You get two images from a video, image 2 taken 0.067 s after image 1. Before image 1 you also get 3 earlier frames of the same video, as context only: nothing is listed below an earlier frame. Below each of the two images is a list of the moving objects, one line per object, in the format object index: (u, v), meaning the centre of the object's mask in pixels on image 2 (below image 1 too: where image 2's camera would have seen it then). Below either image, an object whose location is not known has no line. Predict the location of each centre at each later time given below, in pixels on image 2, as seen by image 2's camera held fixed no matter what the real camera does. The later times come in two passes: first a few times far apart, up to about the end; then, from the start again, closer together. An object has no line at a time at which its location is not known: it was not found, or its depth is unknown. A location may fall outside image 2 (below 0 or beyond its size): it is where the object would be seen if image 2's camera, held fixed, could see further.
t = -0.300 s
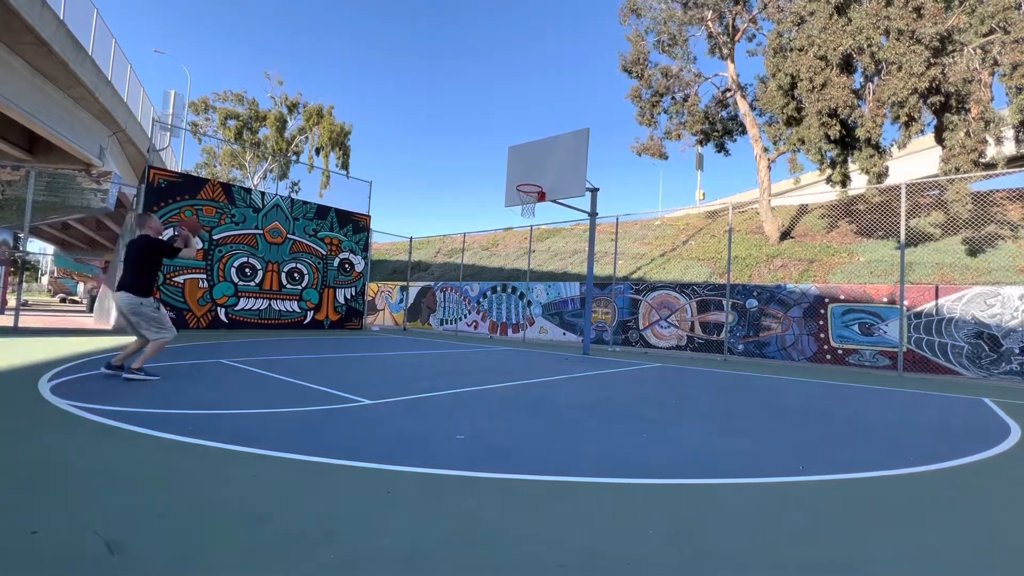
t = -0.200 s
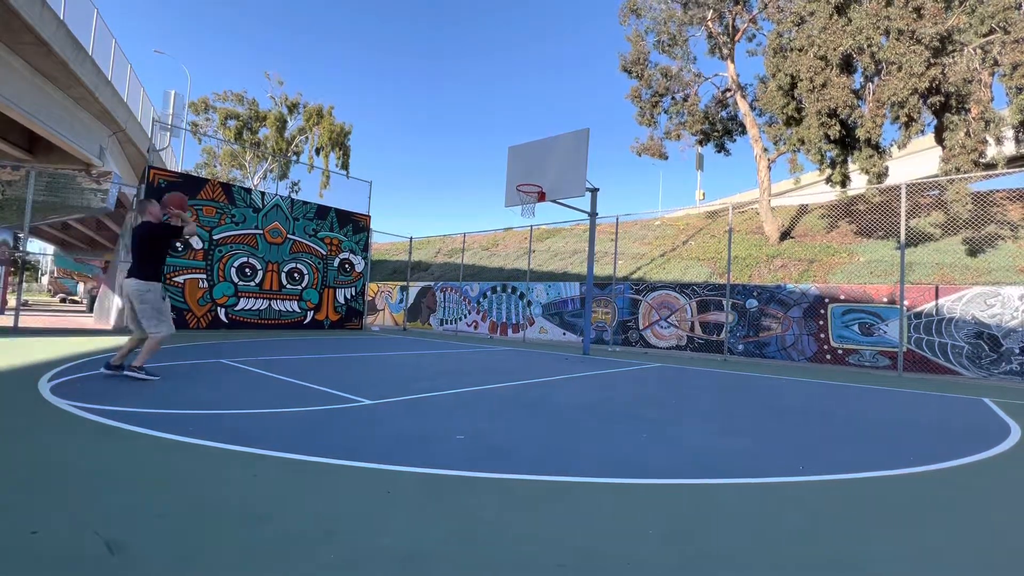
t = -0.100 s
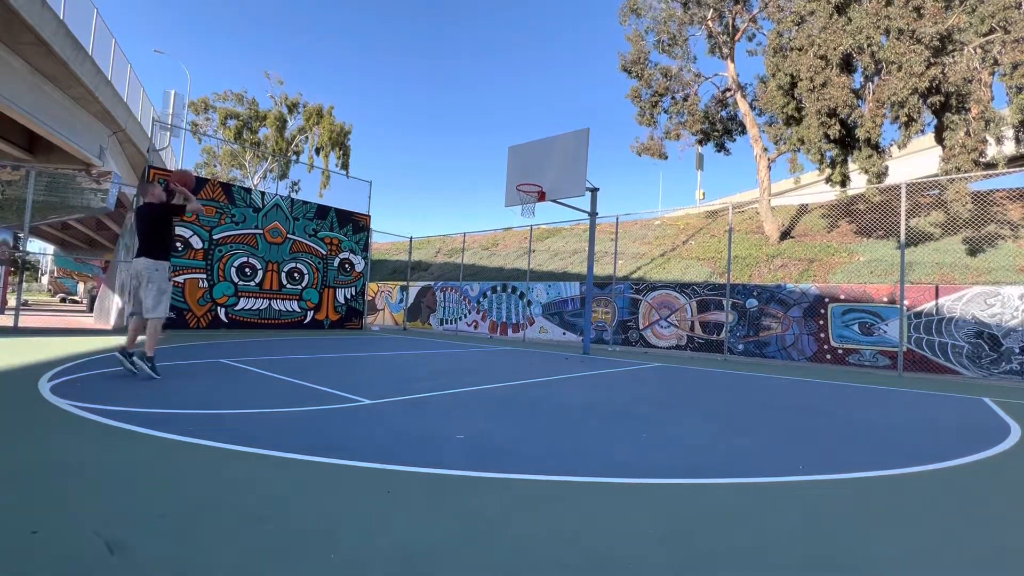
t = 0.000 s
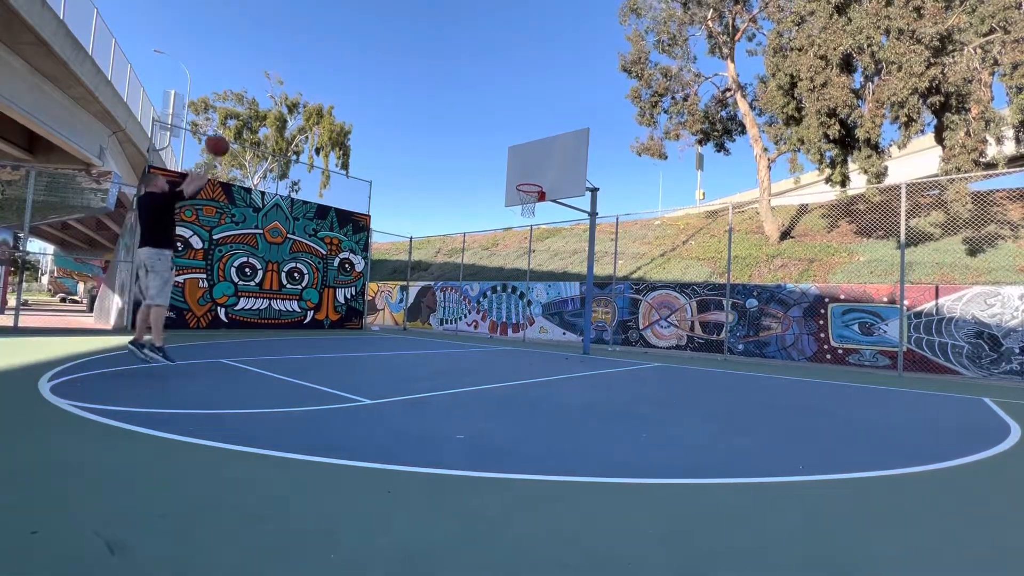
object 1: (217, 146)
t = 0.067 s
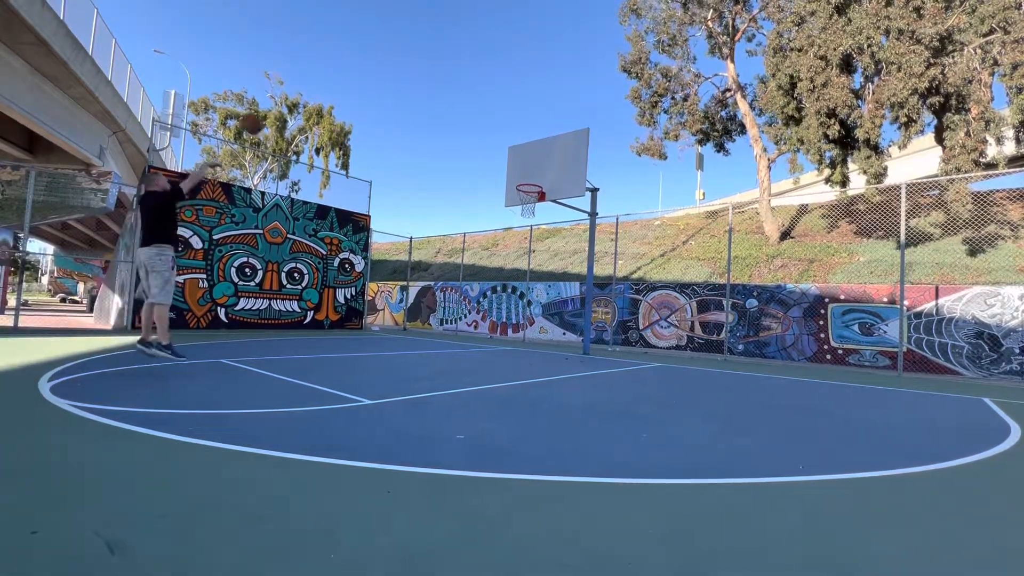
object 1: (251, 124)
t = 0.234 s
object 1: (326, 90)
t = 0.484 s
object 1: (410, 84)
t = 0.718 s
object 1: (470, 110)
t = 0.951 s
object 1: (517, 161)
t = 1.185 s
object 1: (518, 192)
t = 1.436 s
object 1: (525, 206)
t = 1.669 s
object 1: (535, 241)
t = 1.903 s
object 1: (543, 300)
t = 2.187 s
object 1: (552, 318)
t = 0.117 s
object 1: (276, 111)
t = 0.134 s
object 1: (282, 107)
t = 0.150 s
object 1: (291, 103)
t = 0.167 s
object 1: (298, 101)
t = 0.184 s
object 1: (305, 97)
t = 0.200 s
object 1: (312, 95)
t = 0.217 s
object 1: (319, 93)
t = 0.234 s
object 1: (326, 90)
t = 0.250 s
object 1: (332, 89)
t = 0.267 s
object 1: (339, 87)
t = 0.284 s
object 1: (345, 85)
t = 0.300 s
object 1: (351, 84)
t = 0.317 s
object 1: (357, 83)
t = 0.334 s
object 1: (363, 82)
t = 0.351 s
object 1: (369, 82)
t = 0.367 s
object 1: (374, 81)
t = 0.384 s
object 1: (379, 81)
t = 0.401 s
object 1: (385, 81)
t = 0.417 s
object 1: (390, 81)
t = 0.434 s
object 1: (395, 82)
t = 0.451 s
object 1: (400, 82)
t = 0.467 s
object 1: (405, 83)
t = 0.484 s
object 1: (410, 84)
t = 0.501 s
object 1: (415, 85)
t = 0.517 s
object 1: (420, 86)
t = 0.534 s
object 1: (424, 87)
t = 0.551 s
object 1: (429, 89)
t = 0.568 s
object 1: (433, 90)
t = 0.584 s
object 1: (438, 92)
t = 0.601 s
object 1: (442, 94)
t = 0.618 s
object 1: (446, 96)
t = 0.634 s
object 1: (450, 98)
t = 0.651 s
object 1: (454, 100)
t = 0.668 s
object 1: (458, 103)
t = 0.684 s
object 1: (462, 105)
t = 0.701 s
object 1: (466, 108)
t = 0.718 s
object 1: (470, 110)
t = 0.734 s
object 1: (474, 113)
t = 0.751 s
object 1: (477, 116)
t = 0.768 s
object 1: (481, 119)
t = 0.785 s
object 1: (484, 123)
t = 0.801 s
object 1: (488, 126)
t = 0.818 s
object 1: (491, 129)
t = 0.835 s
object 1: (494, 133)
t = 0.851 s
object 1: (498, 137)
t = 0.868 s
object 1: (501, 141)
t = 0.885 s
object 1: (504, 144)
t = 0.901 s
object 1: (507, 148)
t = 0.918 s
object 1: (511, 152)
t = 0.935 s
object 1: (514, 157)
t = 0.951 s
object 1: (517, 161)
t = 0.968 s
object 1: (520, 165)
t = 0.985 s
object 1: (523, 170)
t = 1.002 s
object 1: (526, 174)
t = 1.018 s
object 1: (528, 178)
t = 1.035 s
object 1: (531, 183)
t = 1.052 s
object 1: (534, 188)
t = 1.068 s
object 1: (532, 189)
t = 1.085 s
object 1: (530, 191)
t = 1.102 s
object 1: (526, 192)
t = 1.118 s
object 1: (523, 194)
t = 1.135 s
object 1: (521, 194)
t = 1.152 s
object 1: (519, 194)
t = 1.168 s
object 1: (518, 193)
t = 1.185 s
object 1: (518, 192)
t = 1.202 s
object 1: (517, 191)
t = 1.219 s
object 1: (517, 191)
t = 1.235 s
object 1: (517, 191)
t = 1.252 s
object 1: (517, 192)
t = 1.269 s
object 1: (518, 193)
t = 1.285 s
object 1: (518, 193)
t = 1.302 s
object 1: (518, 194)
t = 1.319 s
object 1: (519, 195)
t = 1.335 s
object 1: (520, 197)
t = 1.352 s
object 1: (520, 197)
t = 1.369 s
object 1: (522, 201)
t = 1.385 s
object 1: (522, 202)
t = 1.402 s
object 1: (523, 203)
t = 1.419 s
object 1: (524, 205)
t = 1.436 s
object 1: (525, 206)
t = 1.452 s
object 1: (526, 208)
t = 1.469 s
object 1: (526, 209)
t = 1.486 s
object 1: (527, 211)
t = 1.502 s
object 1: (528, 213)
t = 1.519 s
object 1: (529, 216)
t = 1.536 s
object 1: (530, 218)
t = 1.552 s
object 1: (530, 220)
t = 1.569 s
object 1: (531, 223)
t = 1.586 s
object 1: (532, 226)
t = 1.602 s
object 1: (532, 229)
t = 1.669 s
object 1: (535, 241)
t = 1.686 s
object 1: (536, 245)
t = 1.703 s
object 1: (536, 249)
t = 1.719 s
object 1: (537, 252)
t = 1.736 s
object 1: (537, 256)
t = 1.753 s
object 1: (538, 261)
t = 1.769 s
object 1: (539, 265)
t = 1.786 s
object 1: (540, 268)
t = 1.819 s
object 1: (541, 278)
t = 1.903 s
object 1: (543, 300)
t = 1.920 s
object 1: (544, 308)
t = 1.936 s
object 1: (543, 311)
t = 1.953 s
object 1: (544, 320)
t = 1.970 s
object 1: (545, 325)
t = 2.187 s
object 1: (552, 318)
